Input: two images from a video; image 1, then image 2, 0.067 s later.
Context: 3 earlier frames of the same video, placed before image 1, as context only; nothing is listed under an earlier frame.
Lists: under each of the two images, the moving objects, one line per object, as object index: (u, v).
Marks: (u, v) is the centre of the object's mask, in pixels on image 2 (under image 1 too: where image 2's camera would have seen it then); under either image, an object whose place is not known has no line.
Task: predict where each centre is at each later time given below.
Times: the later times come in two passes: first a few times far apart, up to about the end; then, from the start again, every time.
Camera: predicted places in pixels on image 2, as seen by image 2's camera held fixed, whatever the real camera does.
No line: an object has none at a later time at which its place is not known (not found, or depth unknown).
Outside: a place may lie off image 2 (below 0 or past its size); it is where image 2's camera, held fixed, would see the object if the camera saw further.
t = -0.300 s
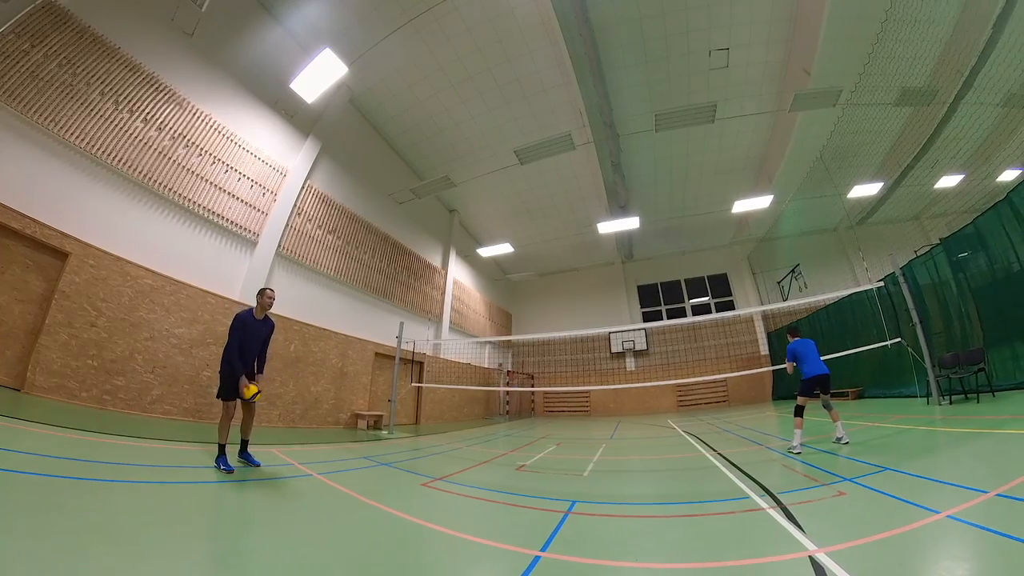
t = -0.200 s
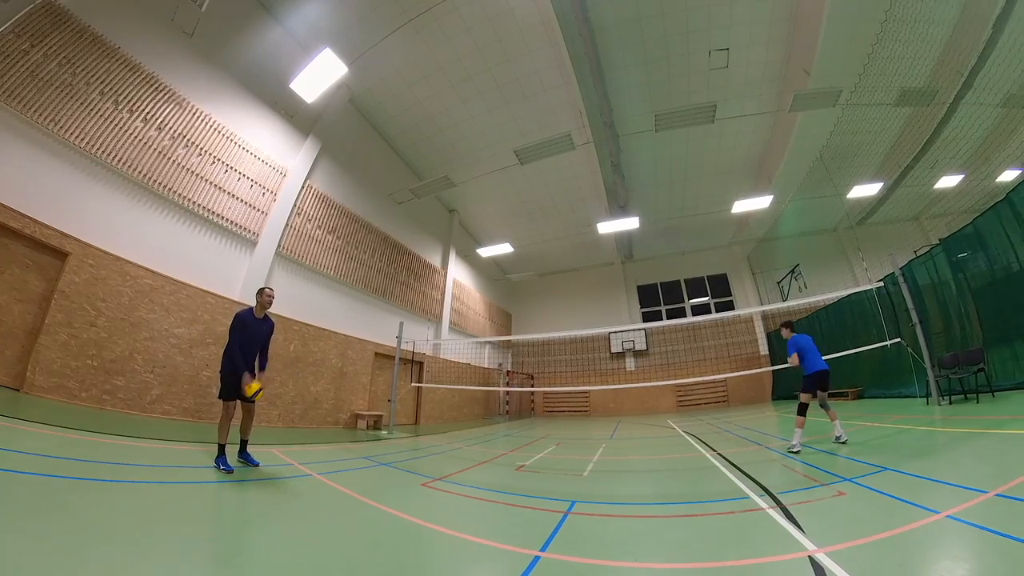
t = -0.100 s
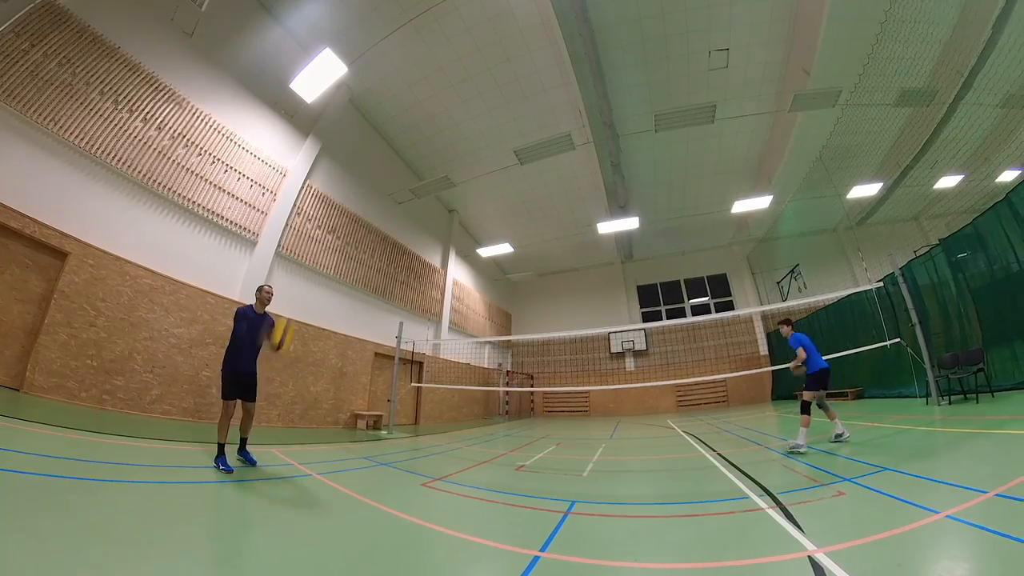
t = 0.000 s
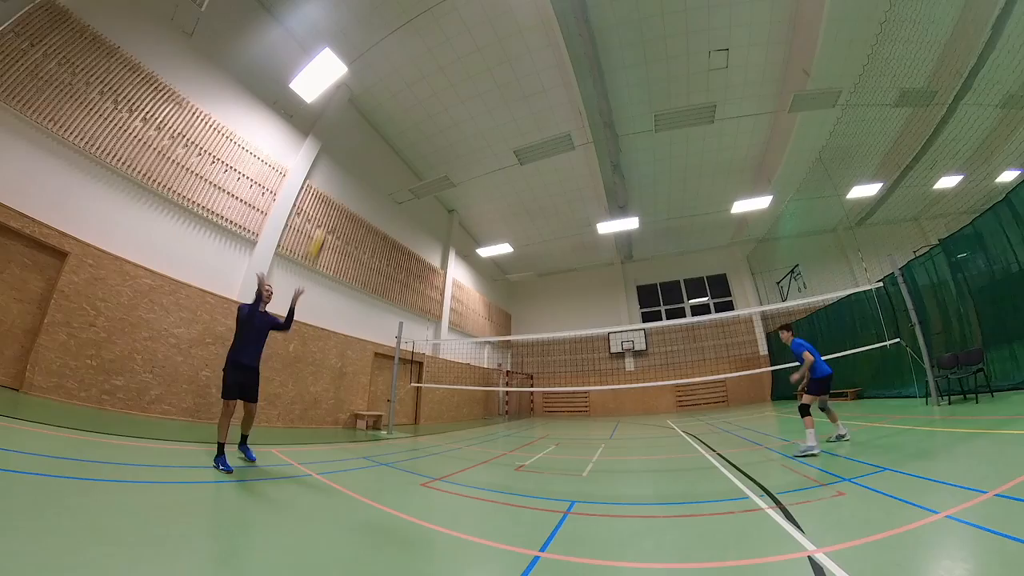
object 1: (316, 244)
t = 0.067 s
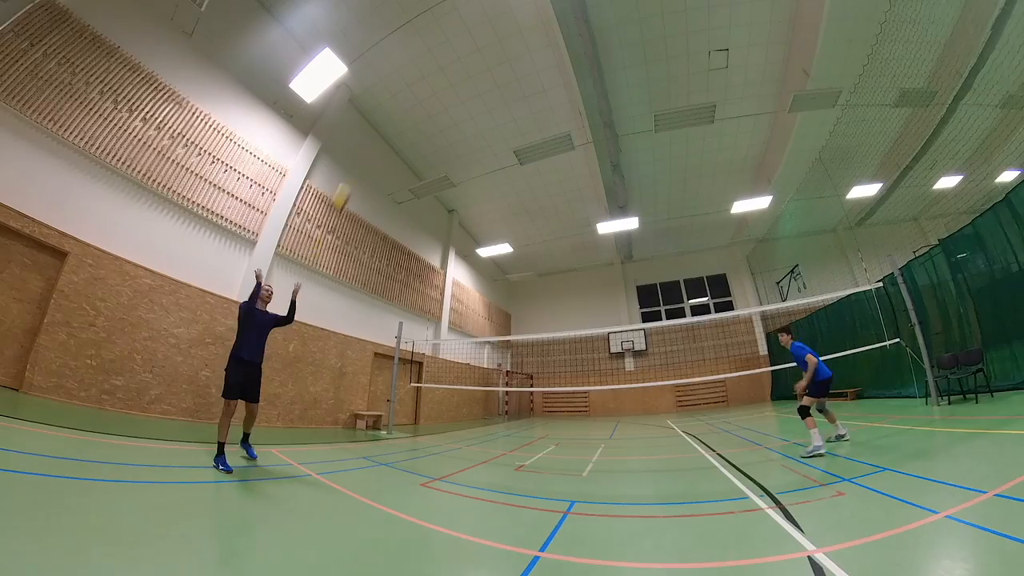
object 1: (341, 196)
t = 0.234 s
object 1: (390, 119)
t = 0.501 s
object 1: (444, 60)
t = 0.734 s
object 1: (478, 36)
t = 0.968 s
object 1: (508, 29)
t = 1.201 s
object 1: (543, 36)
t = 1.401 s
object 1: (587, 64)
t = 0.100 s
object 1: (352, 178)
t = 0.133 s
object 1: (362, 160)
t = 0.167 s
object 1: (372, 145)
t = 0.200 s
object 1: (381, 132)
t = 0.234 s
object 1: (390, 119)
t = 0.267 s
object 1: (399, 109)
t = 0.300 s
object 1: (406, 99)
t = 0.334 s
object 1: (414, 90)
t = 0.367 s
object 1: (420, 83)
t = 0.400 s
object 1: (427, 76)
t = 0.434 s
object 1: (433, 70)
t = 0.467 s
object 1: (439, 65)
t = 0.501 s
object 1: (444, 60)
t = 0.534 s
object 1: (449, 55)
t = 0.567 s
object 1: (454, 51)
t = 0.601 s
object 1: (459, 47)
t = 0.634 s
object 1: (464, 44)
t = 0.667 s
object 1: (469, 41)
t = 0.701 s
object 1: (474, 39)
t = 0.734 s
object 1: (478, 36)
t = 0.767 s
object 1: (483, 34)
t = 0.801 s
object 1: (487, 33)
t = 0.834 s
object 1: (491, 32)
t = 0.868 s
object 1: (495, 31)
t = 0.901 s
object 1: (500, 30)
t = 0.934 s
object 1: (504, 29)
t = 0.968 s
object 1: (508, 29)
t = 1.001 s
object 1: (512, 29)
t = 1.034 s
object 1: (517, 29)
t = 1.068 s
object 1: (522, 30)
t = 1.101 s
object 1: (527, 31)
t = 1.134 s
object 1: (532, 33)
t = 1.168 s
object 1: (538, 34)
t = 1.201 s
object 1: (543, 36)
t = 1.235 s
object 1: (549, 39)
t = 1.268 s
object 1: (555, 43)
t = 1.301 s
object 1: (562, 47)
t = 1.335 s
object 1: (570, 52)
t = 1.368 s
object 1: (578, 57)
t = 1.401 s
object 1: (587, 64)
